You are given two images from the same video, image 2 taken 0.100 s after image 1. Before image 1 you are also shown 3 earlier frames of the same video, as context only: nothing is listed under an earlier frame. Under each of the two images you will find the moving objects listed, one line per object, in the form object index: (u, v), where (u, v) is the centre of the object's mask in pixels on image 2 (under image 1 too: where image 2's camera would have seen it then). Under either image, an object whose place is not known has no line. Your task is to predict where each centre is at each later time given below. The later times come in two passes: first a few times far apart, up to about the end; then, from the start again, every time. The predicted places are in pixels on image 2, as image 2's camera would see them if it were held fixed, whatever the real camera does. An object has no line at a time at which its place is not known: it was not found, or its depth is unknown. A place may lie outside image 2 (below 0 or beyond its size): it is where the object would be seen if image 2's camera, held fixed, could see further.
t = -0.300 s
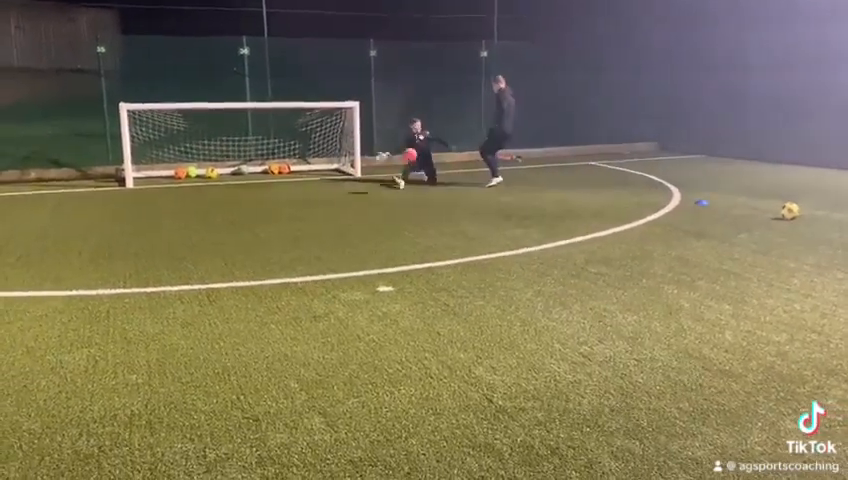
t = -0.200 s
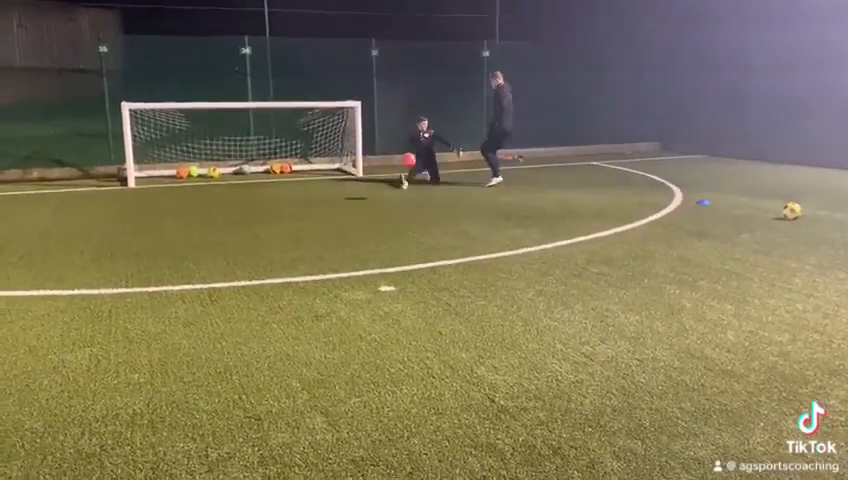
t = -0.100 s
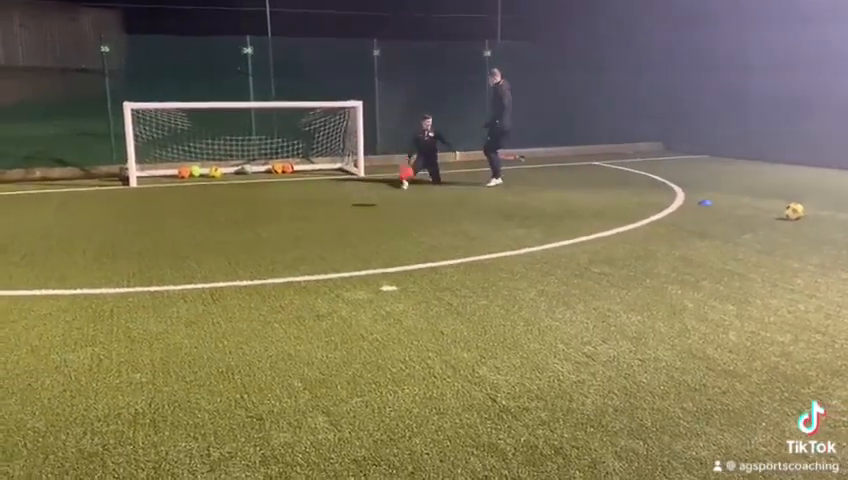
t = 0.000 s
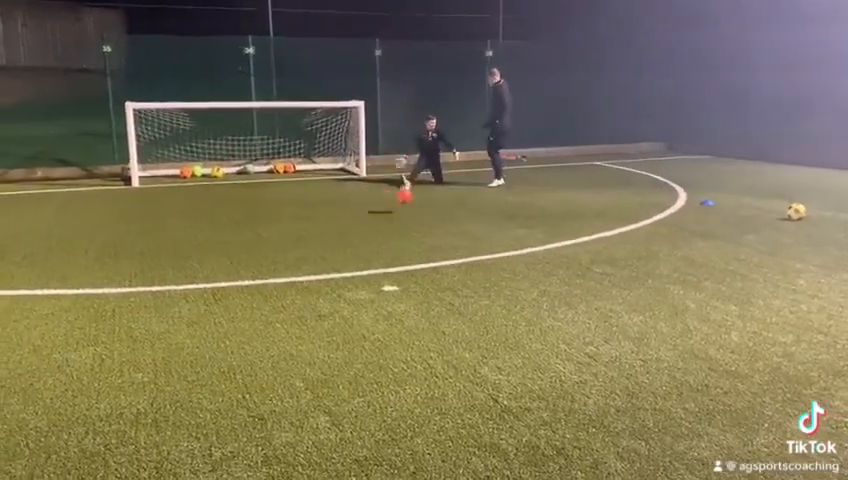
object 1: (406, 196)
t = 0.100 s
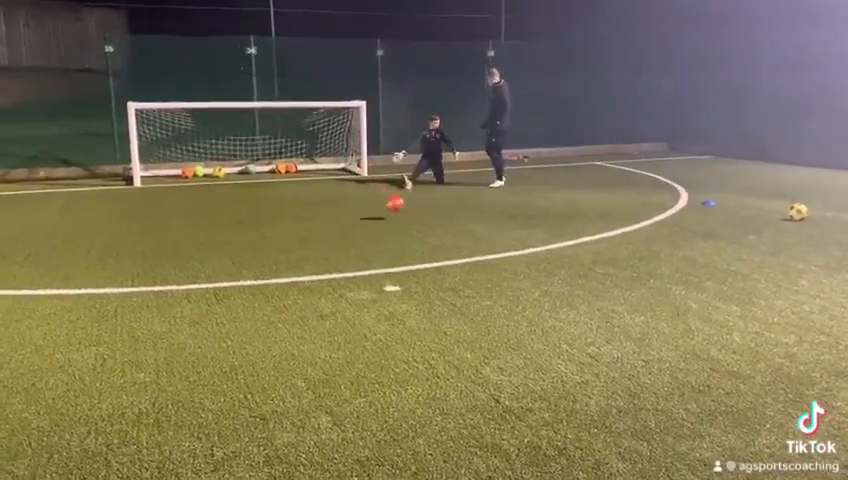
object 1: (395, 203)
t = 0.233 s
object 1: (375, 196)
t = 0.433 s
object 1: (340, 213)
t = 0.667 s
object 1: (291, 228)
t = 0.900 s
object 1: (232, 260)
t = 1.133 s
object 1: (158, 279)
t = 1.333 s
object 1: (84, 302)
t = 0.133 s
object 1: (390, 199)
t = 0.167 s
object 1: (386, 197)
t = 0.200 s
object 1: (381, 197)
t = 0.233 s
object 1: (375, 196)
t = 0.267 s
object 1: (370, 195)
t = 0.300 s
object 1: (365, 197)
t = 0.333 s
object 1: (358, 199)
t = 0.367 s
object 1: (352, 202)
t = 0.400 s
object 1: (346, 207)
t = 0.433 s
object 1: (340, 213)
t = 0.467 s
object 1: (334, 220)
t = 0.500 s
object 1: (327, 228)
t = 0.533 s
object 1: (320, 236)
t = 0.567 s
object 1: (314, 233)
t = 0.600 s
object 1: (306, 231)
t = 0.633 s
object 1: (299, 229)
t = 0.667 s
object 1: (291, 228)
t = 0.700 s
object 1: (283, 229)
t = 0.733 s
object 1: (275, 232)
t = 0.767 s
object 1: (267, 235)
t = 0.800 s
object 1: (258, 241)
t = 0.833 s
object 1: (250, 245)
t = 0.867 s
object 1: (242, 253)
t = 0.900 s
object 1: (232, 260)
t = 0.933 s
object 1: (221, 260)
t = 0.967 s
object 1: (211, 259)
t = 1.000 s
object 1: (202, 260)
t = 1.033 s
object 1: (192, 262)
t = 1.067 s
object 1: (180, 266)
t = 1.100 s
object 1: (169, 272)
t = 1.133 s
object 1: (158, 279)
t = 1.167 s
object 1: (147, 282)
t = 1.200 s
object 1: (135, 283)
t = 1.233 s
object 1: (123, 285)
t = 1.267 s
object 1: (111, 288)
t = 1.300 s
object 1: (97, 294)
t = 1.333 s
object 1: (84, 302)
